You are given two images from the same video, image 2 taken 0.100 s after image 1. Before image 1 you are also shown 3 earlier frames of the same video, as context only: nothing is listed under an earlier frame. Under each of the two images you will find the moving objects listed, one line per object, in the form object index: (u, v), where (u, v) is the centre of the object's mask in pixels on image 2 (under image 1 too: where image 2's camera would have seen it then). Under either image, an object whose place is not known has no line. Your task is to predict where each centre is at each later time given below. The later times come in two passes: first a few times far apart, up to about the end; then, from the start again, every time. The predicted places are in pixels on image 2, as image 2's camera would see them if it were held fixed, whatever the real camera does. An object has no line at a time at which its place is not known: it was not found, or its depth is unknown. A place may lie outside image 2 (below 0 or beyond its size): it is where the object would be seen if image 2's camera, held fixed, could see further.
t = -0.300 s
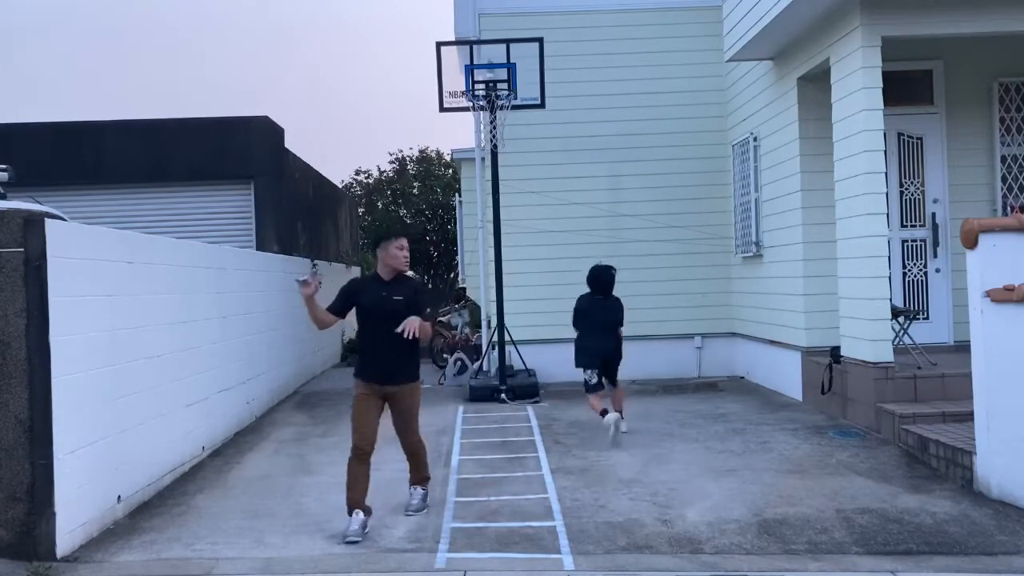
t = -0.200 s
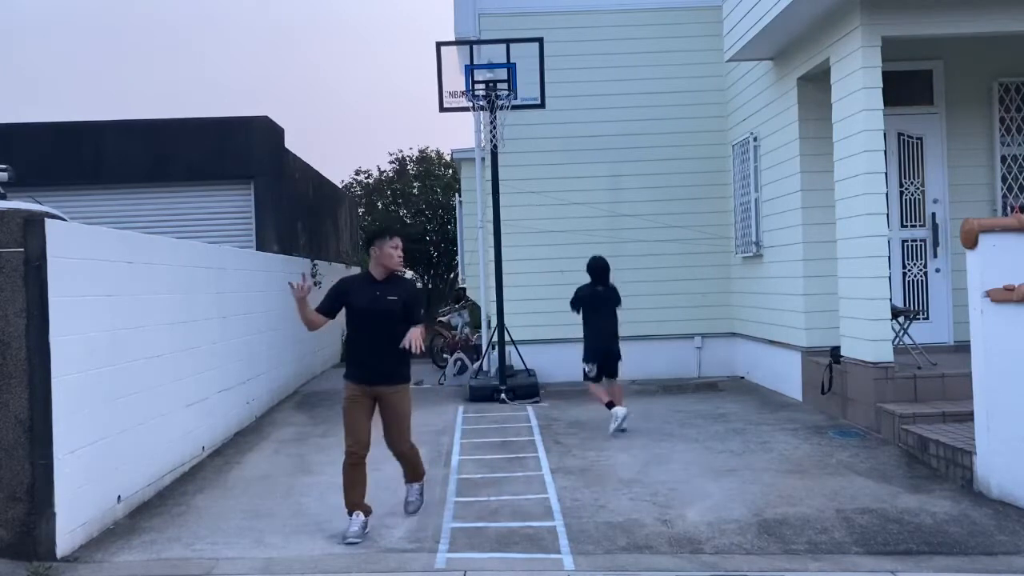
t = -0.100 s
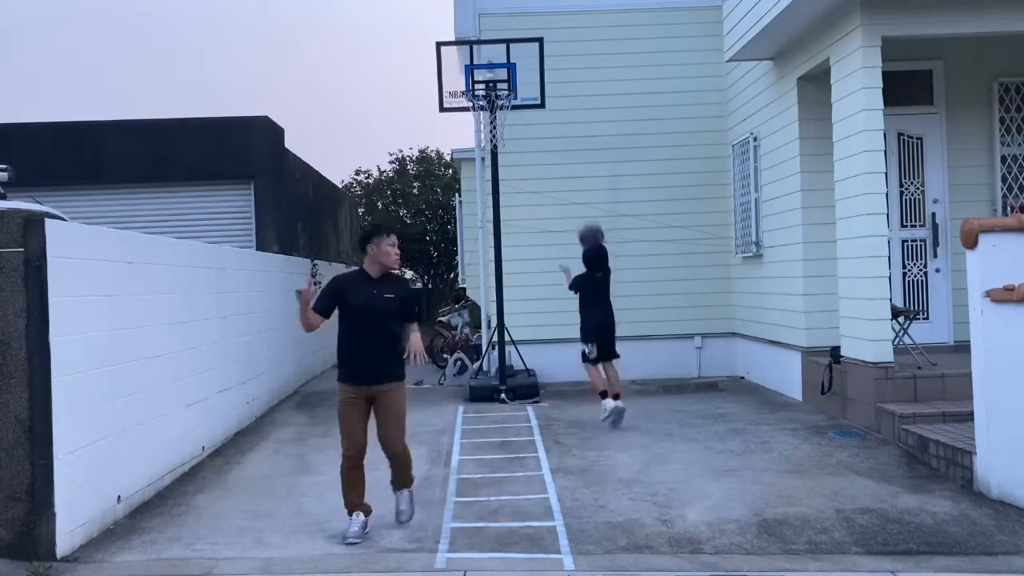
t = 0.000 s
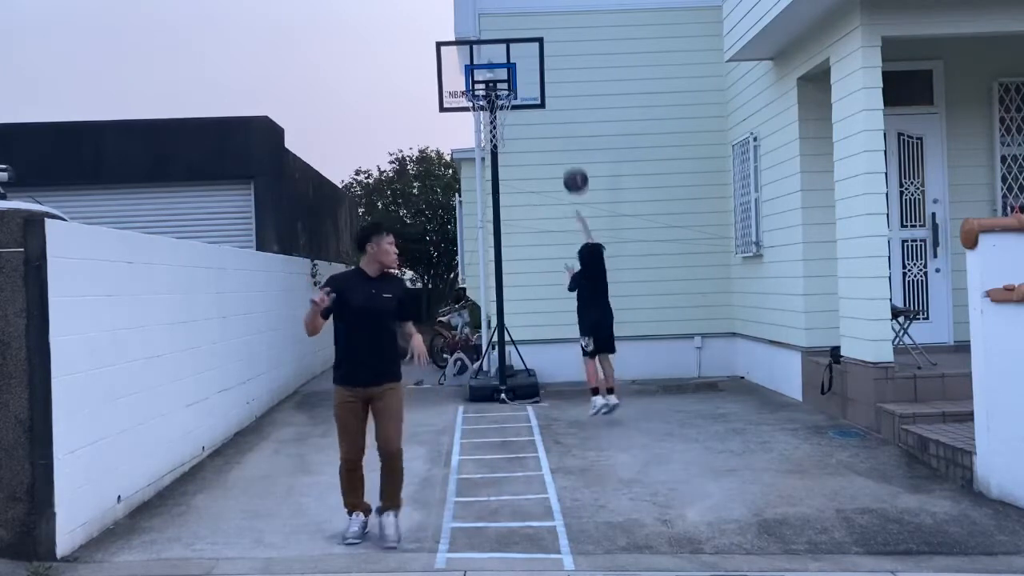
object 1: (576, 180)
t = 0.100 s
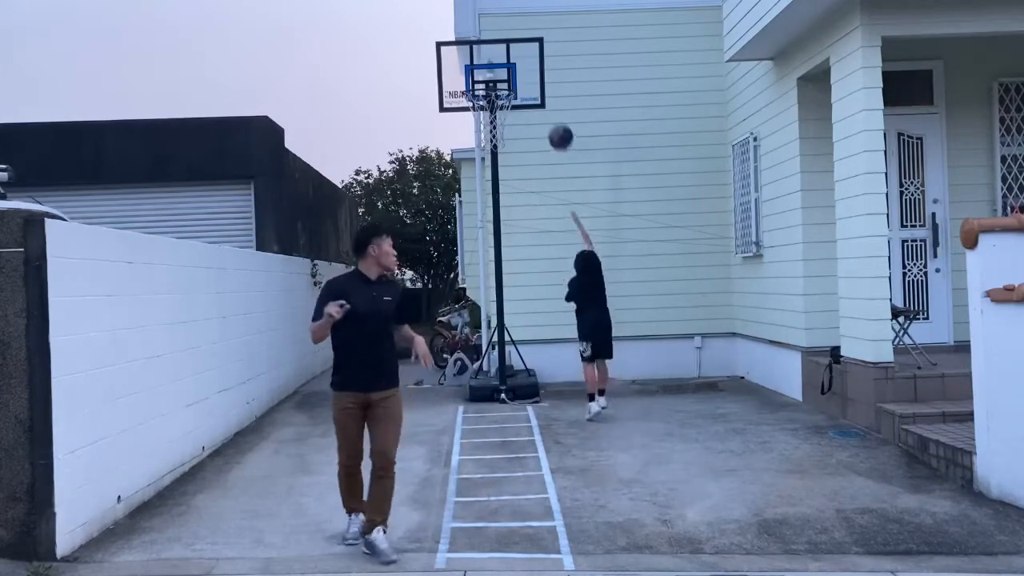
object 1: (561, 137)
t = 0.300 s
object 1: (534, 85)
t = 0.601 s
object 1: (499, 82)
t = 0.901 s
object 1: (481, 143)
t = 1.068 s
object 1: (478, 187)
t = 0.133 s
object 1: (556, 125)
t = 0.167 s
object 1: (551, 114)
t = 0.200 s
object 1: (547, 105)
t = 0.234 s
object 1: (543, 97)
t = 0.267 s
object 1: (538, 90)
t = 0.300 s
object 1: (534, 85)
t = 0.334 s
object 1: (530, 80)
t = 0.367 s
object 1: (526, 77)
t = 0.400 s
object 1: (522, 74)
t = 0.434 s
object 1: (518, 73)
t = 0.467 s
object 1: (514, 72)
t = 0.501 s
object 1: (511, 73)
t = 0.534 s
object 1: (507, 75)
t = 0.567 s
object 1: (503, 78)
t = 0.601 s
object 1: (499, 82)
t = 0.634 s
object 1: (497, 84)
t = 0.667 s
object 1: (494, 86)
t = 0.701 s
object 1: (489, 99)
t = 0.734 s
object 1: (483, 106)
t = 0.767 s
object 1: (483, 115)
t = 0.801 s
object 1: (483, 123)
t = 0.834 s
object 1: (481, 132)
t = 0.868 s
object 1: (481, 136)
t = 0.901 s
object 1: (481, 143)
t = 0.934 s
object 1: (480, 149)
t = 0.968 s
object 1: (479, 157)
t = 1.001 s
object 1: (479, 166)
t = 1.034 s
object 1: (478, 176)
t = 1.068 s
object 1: (478, 187)
